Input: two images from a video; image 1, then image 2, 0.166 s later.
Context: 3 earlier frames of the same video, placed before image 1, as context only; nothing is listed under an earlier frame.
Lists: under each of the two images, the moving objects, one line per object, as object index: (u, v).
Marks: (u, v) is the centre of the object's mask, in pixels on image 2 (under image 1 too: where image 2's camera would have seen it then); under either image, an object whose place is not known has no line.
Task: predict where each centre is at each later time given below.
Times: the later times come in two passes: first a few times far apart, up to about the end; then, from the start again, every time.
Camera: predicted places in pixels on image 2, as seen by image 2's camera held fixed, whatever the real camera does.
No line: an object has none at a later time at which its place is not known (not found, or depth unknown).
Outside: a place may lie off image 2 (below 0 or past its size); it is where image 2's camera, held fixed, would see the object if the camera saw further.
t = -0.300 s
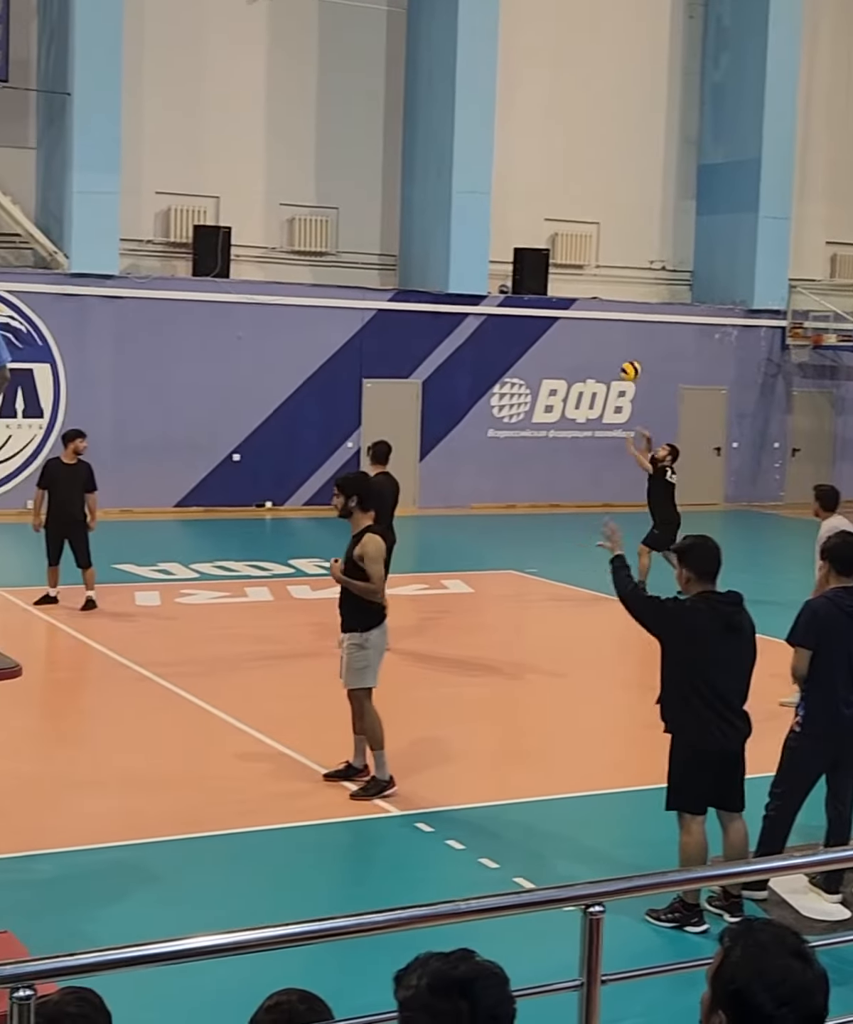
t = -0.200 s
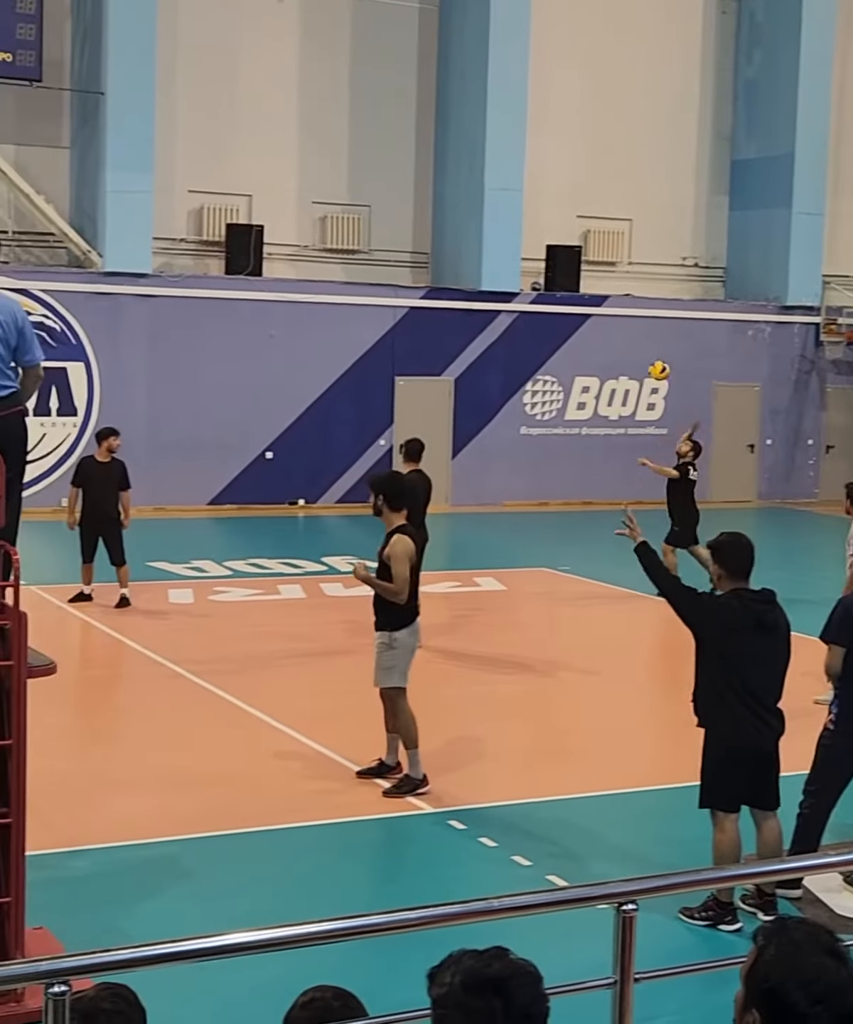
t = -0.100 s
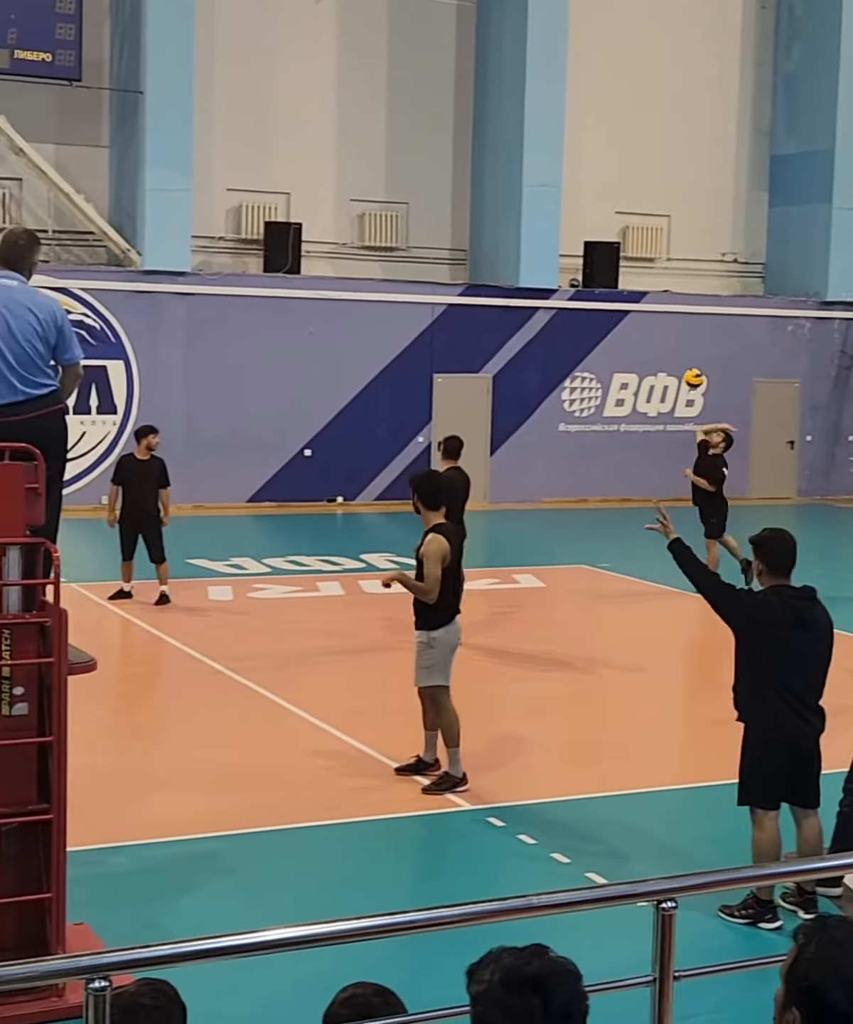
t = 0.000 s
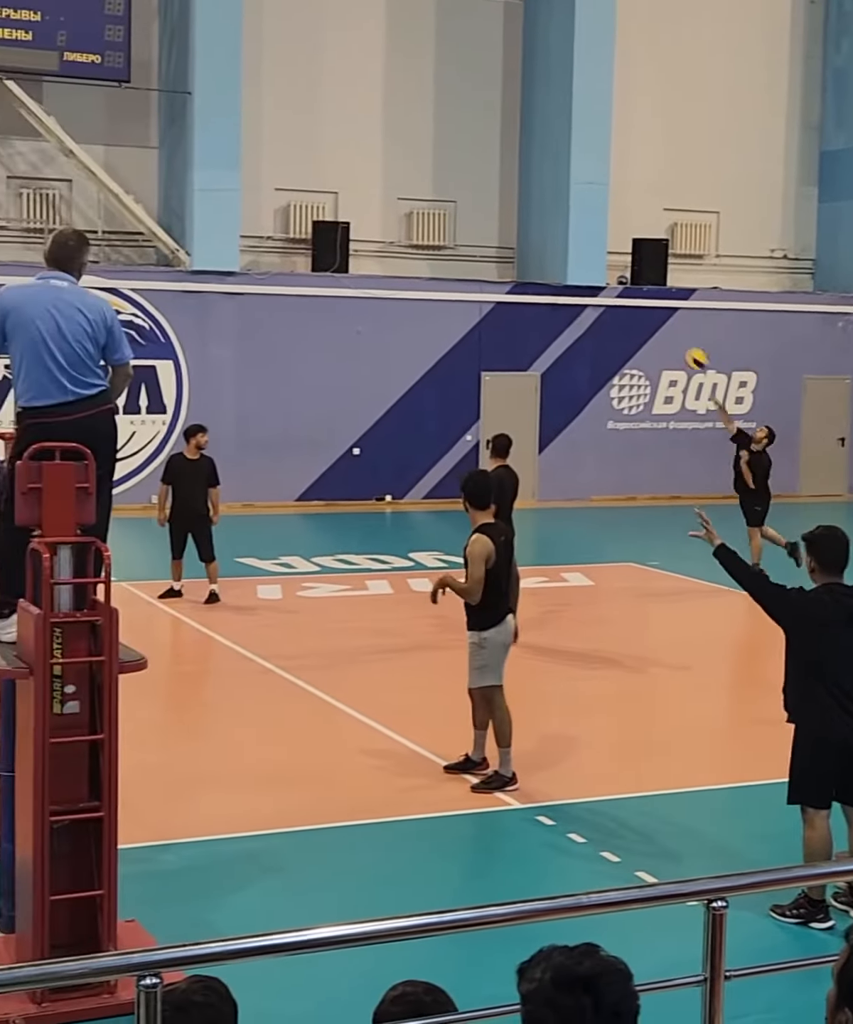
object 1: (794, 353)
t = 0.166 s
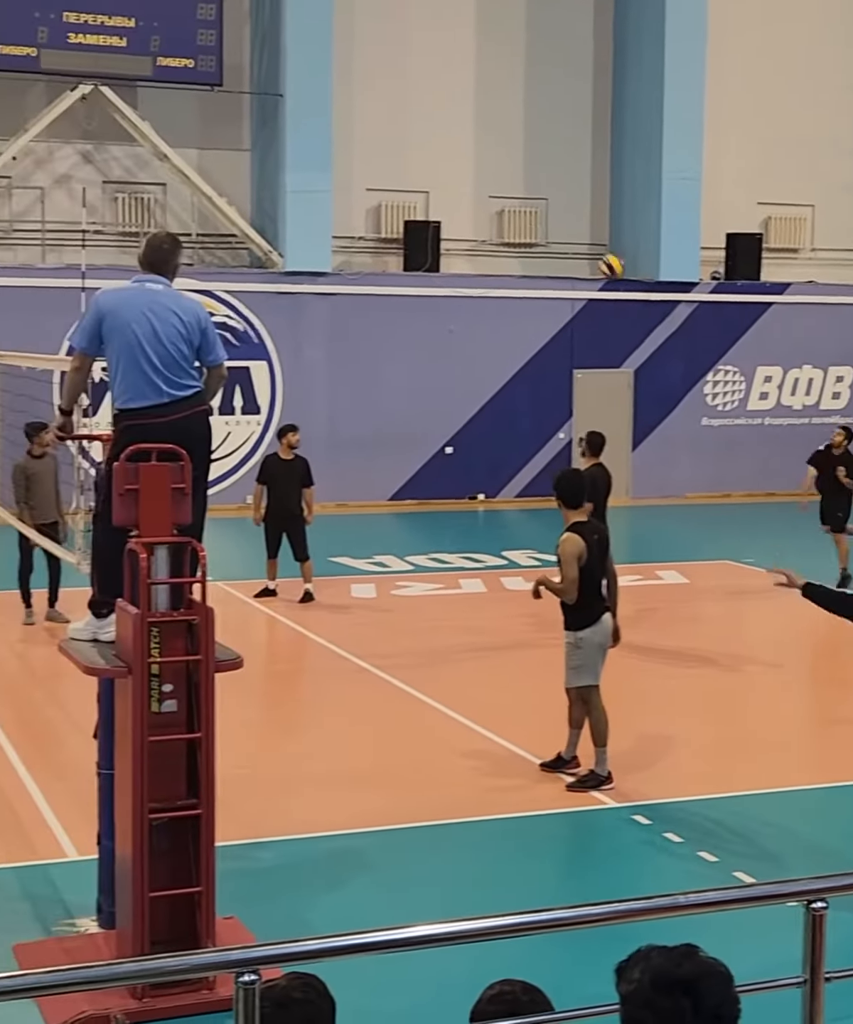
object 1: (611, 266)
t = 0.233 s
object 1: (532, 239)
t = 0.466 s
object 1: (229, 174)
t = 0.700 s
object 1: (-131, 157)
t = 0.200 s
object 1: (572, 251)
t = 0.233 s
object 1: (532, 239)
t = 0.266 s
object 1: (490, 227)
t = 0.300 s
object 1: (449, 215)
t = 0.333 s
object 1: (407, 205)
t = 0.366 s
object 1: (364, 196)
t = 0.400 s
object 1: (320, 188)
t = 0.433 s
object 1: (275, 181)
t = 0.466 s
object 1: (229, 174)
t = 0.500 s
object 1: (180, 170)
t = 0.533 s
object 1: (132, 164)
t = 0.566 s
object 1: (84, 160)
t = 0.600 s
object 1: (32, 157)
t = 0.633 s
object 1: (-21, 156)
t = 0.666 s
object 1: (-76, 155)
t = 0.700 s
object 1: (-131, 157)
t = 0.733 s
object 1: (-189, 159)
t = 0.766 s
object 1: (-250, 162)
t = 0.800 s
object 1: (-314, 168)
